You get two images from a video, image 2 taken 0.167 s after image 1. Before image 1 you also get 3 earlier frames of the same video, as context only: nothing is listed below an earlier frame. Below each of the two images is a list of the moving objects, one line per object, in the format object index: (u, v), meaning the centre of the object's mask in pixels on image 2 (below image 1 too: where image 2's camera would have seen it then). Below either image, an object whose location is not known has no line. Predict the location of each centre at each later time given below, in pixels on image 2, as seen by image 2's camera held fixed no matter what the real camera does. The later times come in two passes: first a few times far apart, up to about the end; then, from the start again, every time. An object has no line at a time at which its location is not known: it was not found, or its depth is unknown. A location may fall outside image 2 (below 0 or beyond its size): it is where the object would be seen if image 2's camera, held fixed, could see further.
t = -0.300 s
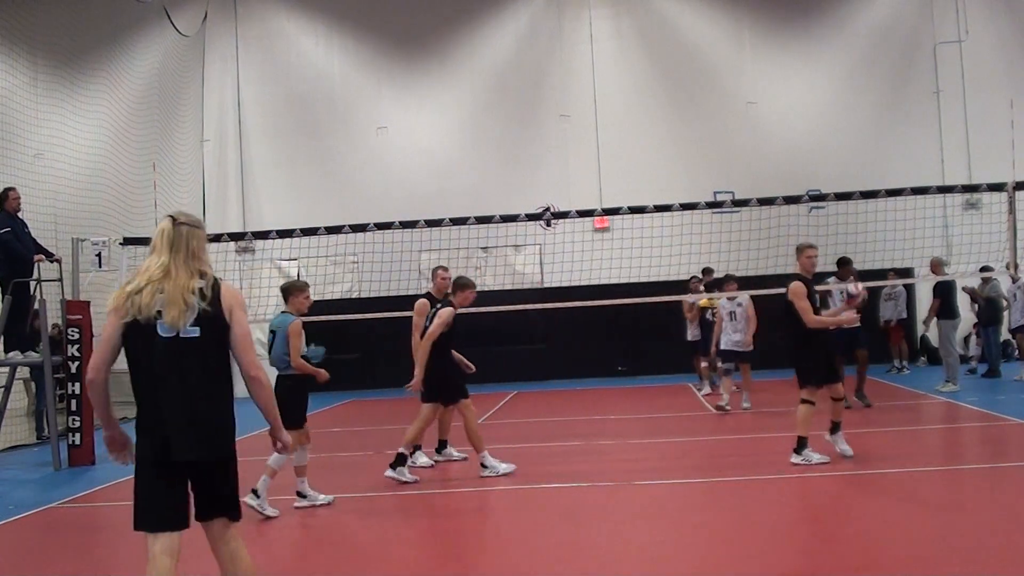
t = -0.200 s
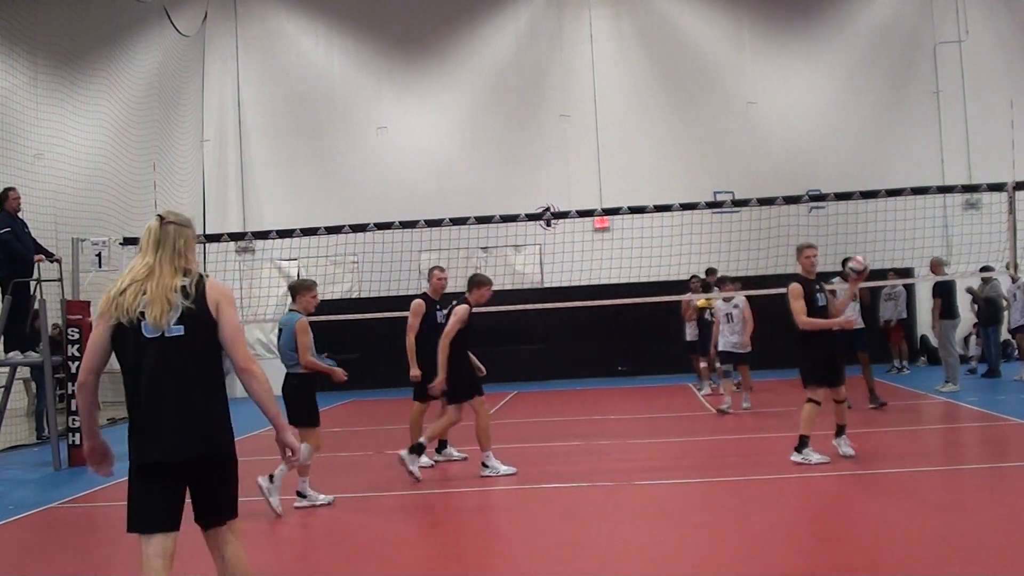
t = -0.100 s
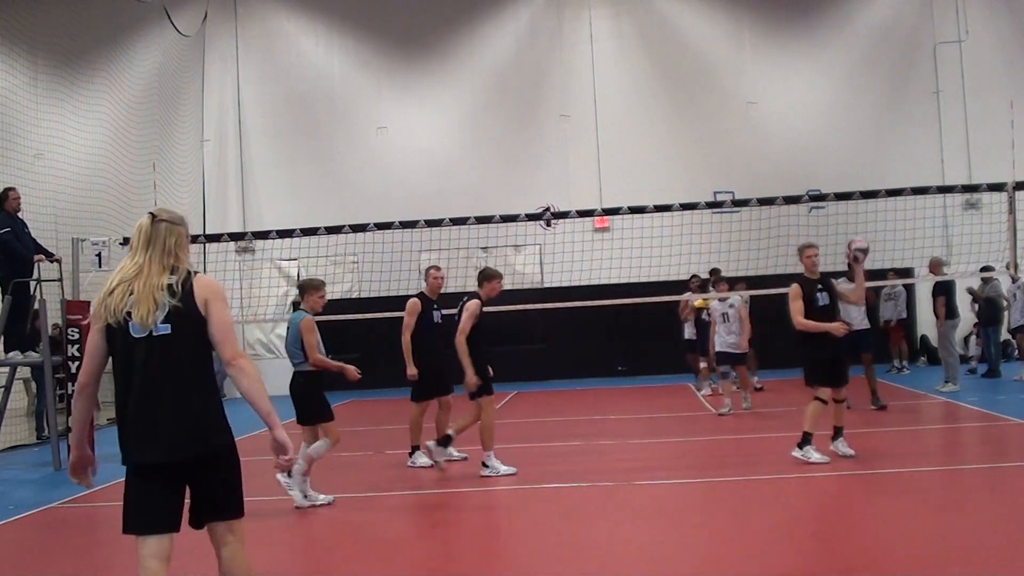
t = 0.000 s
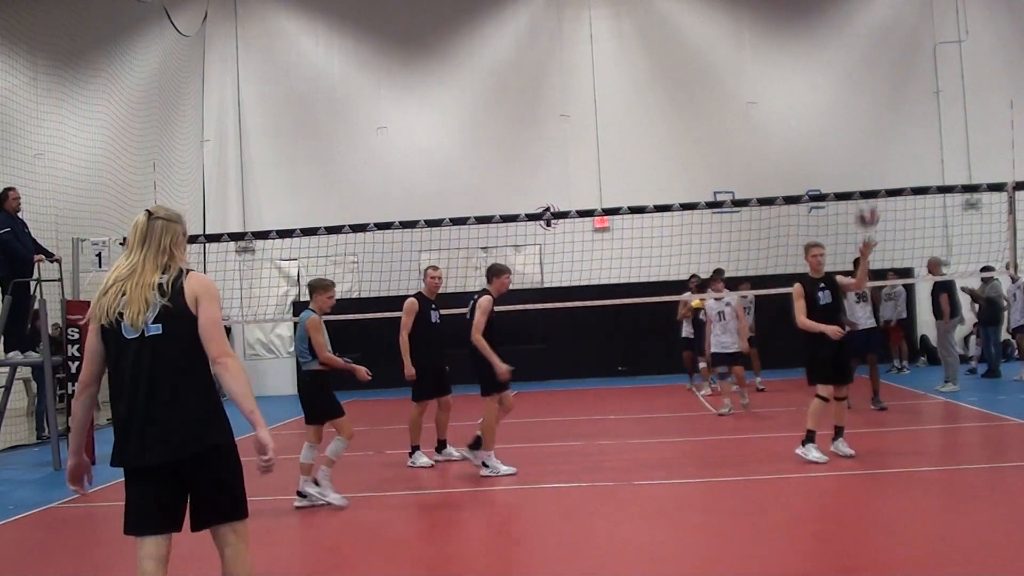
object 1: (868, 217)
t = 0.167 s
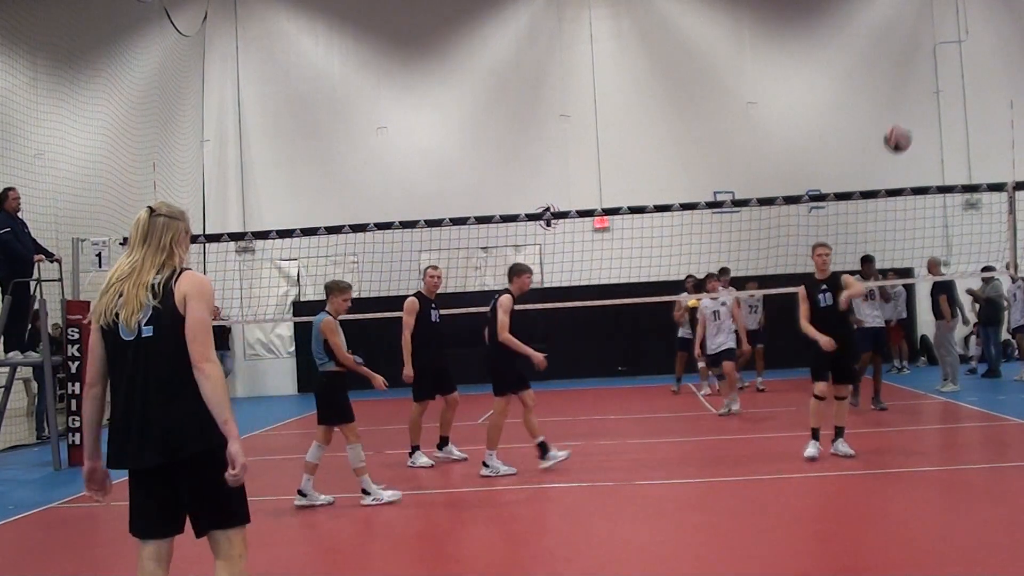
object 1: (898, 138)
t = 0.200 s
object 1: (905, 125)
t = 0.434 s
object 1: (966, 63)
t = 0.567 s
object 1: (1010, 59)
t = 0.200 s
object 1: (905, 125)
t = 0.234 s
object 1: (913, 115)
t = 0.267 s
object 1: (920, 103)
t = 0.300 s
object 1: (928, 92)
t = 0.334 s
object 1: (936, 83)
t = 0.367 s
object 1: (945, 76)
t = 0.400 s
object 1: (955, 68)
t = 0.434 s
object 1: (966, 63)
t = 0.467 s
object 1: (977, 59)
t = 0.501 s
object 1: (989, 58)
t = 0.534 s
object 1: (1000, 57)
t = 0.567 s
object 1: (1010, 59)
